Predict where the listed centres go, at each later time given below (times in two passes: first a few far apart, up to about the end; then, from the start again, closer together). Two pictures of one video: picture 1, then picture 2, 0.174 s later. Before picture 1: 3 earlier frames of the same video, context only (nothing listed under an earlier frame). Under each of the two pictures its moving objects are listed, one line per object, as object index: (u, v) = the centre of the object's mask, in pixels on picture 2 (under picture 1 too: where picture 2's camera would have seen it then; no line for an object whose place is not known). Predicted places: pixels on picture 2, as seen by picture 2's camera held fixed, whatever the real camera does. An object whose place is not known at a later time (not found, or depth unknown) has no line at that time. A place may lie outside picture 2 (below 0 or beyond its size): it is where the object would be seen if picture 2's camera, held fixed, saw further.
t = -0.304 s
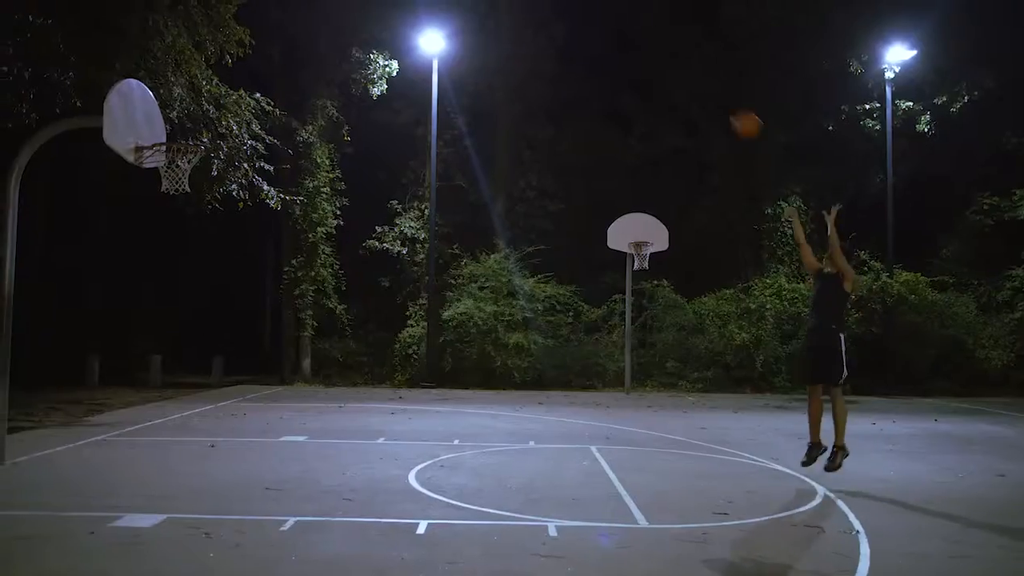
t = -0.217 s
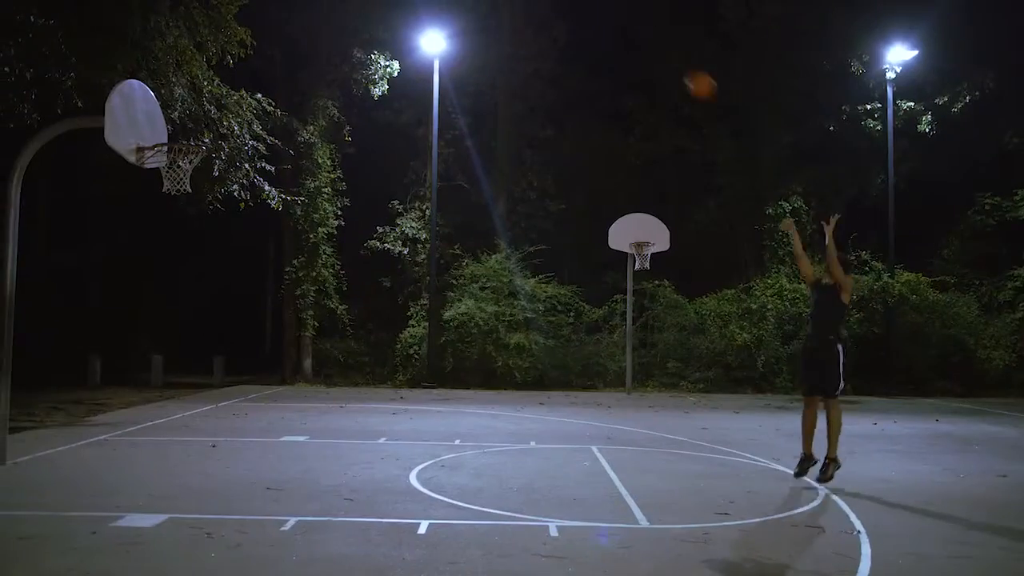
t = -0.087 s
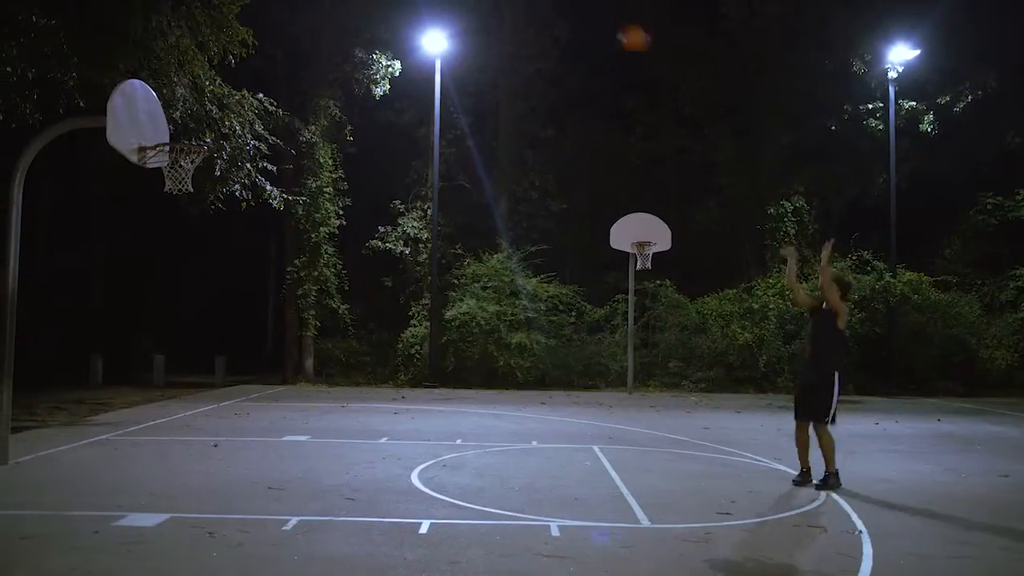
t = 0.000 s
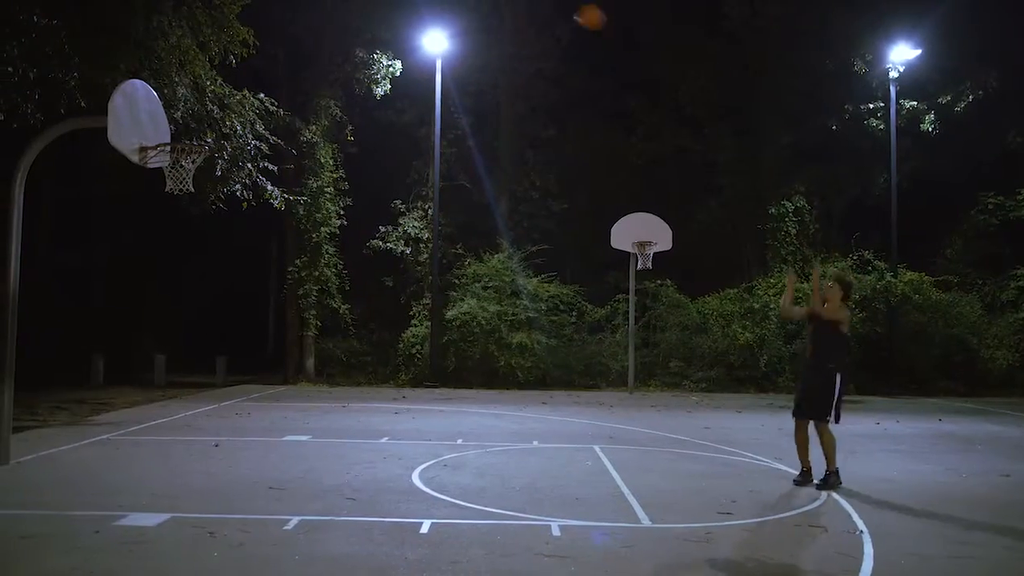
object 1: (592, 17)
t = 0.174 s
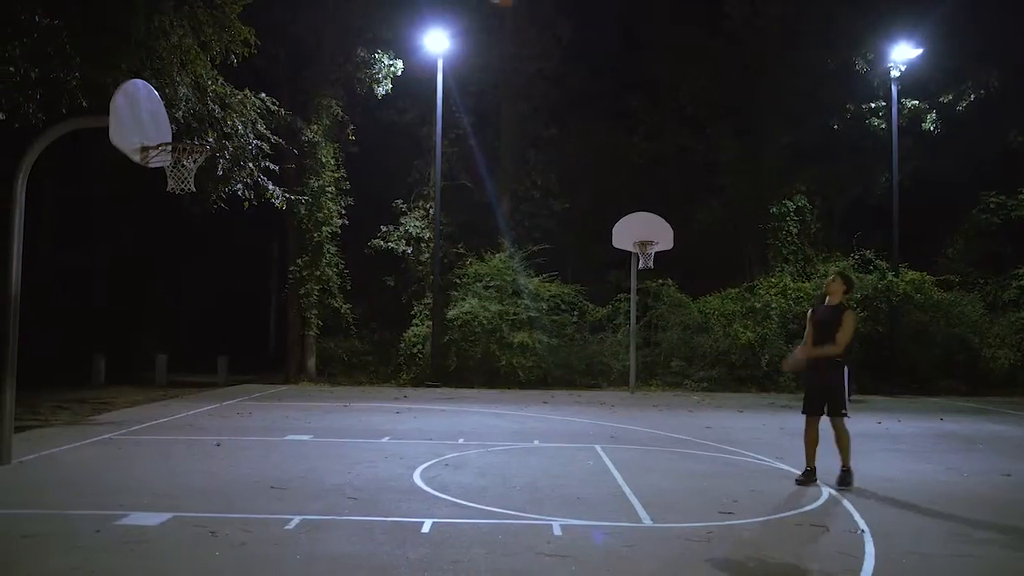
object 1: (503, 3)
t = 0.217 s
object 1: (480, 2)
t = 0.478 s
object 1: (336, 32)
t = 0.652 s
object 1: (253, 90)
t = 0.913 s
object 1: (164, 178)
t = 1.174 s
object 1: (149, 255)
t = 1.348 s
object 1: (135, 352)
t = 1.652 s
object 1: (135, 372)
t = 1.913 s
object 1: (154, 293)
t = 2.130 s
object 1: (167, 283)
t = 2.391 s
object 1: (184, 369)
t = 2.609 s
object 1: (193, 514)
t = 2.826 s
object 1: (204, 418)
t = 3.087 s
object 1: (216, 381)
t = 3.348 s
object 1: (224, 447)
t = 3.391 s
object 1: (224, 469)
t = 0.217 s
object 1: (480, 2)
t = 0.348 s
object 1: (397, 8)
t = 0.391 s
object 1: (374, 13)
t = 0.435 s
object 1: (356, 22)
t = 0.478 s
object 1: (336, 32)
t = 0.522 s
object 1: (316, 43)
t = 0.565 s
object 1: (293, 59)
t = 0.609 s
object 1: (272, 73)
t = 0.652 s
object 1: (253, 90)
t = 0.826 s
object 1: (168, 162)
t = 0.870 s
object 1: (166, 172)
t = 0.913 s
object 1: (164, 178)
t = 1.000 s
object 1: (160, 194)
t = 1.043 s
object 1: (158, 207)
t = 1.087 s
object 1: (154, 221)
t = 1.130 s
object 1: (152, 237)
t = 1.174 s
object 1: (149, 255)
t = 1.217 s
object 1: (146, 276)
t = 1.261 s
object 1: (142, 299)
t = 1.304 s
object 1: (139, 325)
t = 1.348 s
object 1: (135, 352)
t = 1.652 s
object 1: (135, 372)
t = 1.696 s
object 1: (138, 355)
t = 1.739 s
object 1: (142, 338)
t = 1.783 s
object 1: (145, 325)
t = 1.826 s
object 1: (148, 311)
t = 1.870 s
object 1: (151, 301)
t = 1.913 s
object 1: (154, 293)
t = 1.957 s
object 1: (156, 286)
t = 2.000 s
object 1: (159, 282)
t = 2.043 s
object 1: (162, 280)
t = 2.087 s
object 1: (164, 280)
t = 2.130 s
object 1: (167, 283)
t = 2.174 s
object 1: (169, 287)
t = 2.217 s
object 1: (172, 295)
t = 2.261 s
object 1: (175, 304)
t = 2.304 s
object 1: (177, 317)
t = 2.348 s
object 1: (179, 331)
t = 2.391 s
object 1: (184, 369)
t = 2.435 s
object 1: (186, 391)
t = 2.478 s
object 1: (187, 420)
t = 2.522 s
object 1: (189, 449)
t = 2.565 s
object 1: (191, 483)
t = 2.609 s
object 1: (193, 514)
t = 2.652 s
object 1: (195, 492)
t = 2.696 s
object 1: (198, 470)
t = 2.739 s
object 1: (200, 451)
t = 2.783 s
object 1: (202, 433)
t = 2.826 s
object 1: (204, 418)
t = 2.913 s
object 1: (208, 395)
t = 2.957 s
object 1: (211, 387)
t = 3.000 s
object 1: (213, 383)
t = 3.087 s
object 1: (216, 381)
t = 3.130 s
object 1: (218, 384)
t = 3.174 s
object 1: (219, 390)
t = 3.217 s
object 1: (220, 400)
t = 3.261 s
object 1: (221, 412)
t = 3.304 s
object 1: (223, 428)
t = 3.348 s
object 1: (224, 447)
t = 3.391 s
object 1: (224, 469)
